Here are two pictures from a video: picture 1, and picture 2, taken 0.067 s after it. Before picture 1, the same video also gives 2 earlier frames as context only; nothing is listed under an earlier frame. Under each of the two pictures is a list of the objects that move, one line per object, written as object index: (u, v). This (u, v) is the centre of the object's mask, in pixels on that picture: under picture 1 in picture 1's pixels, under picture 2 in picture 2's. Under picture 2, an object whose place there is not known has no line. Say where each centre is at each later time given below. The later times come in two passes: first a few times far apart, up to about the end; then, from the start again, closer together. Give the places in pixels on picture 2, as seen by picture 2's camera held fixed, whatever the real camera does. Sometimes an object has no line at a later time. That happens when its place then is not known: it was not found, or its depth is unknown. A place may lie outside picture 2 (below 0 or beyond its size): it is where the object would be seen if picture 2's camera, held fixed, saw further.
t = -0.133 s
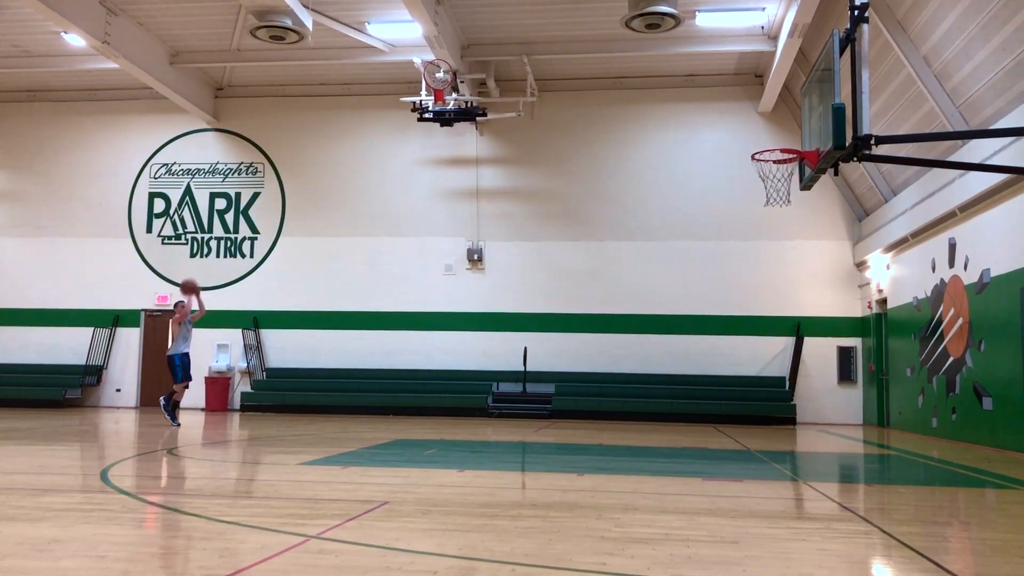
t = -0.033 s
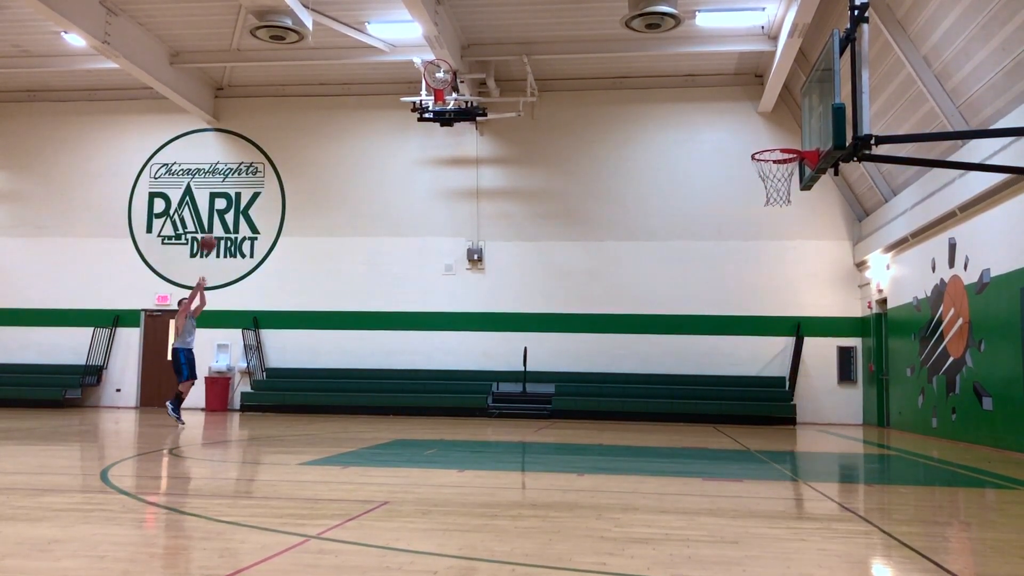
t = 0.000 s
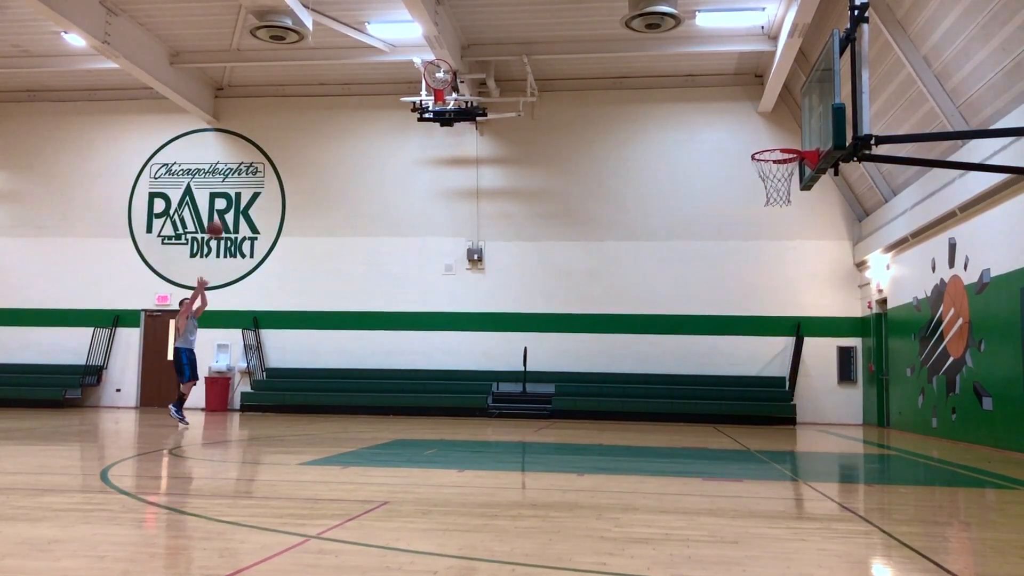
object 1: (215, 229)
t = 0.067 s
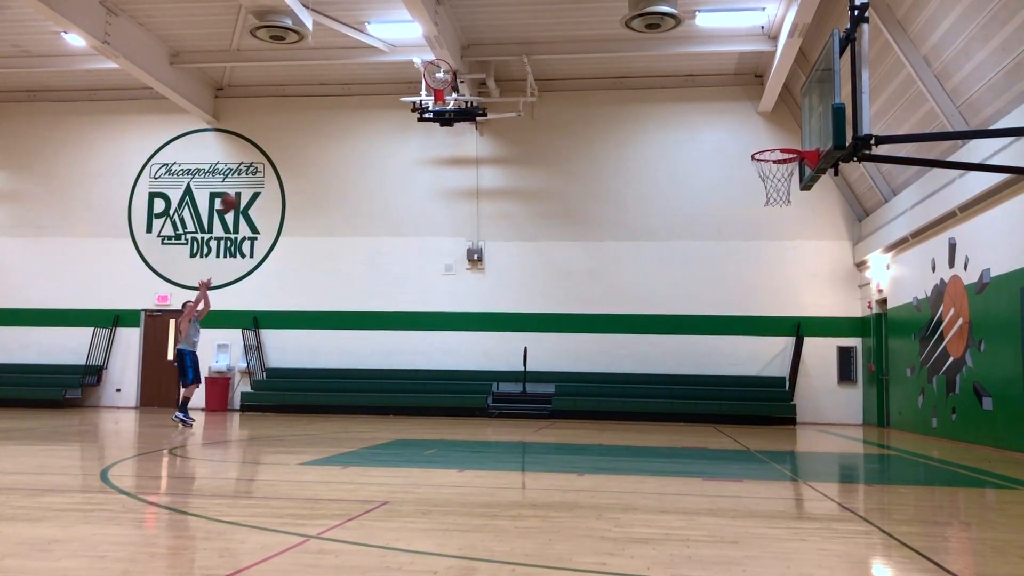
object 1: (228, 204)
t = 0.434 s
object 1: (304, 104)
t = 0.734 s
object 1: (367, 89)
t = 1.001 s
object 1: (425, 131)
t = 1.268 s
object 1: (486, 231)
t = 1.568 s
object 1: (564, 427)
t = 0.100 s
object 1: (236, 190)
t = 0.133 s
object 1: (242, 179)
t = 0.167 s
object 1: (249, 167)
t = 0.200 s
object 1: (257, 156)
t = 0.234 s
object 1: (264, 147)
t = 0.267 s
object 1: (270, 138)
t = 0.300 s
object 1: (277, 130)
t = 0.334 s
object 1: (284, 123)
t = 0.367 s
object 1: (291, 116)
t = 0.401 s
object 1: (298, 109)
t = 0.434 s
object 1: (304, 104)
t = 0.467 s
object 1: (311, 100)
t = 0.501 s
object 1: (318, 95)
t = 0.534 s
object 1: (325, 92)
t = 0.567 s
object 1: (332, 90)
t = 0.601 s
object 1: (339, 88)
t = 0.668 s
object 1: (353, 87)
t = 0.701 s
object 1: (360, 88)
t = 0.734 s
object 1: (367, 89)
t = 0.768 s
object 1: (374, 91)
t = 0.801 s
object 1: (381, 94)
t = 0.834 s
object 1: (388, 98)
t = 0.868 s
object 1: (396, 103)
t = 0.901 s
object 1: (403, 109)
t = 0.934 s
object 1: (410, 116)
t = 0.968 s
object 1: (417, 124)
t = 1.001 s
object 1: (425, 131)
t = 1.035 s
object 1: (432, 140)
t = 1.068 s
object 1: (440, 150)
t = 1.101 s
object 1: (447, 161)
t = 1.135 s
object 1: (455, 173)
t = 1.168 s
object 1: (463, 186)
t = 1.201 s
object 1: (470, 200)
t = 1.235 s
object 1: (478, 215)
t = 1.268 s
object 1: (486, 231)
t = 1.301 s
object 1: (495, 248)
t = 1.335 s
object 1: (502, 267)
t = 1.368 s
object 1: (511, 286)
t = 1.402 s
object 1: (519, 307)
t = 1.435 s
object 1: (528, 329)
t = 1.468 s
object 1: (536, 351)
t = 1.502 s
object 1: (546, 375)
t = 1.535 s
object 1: (555, 402)
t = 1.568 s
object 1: (564, 427)
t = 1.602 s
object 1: (569, 427)
